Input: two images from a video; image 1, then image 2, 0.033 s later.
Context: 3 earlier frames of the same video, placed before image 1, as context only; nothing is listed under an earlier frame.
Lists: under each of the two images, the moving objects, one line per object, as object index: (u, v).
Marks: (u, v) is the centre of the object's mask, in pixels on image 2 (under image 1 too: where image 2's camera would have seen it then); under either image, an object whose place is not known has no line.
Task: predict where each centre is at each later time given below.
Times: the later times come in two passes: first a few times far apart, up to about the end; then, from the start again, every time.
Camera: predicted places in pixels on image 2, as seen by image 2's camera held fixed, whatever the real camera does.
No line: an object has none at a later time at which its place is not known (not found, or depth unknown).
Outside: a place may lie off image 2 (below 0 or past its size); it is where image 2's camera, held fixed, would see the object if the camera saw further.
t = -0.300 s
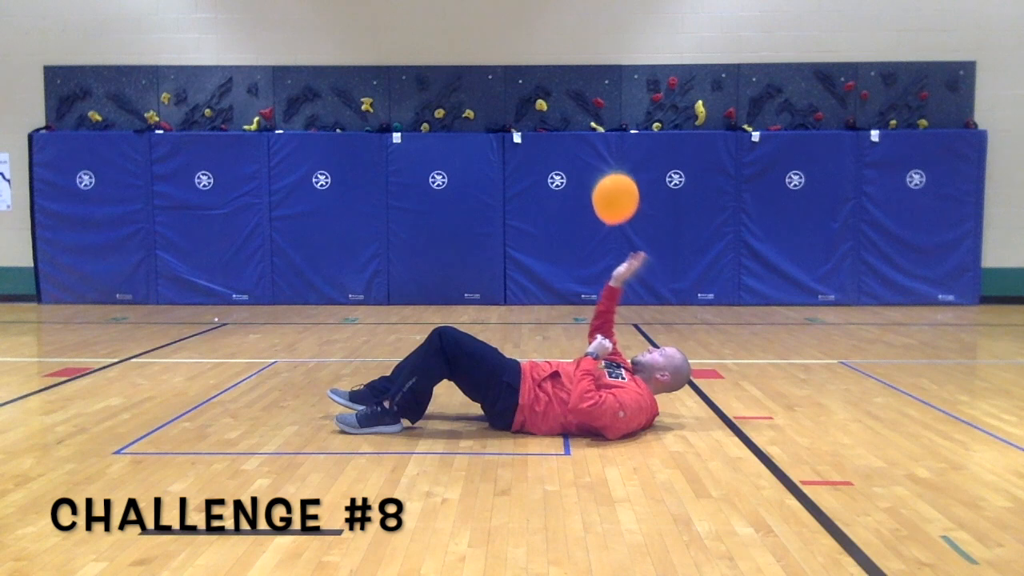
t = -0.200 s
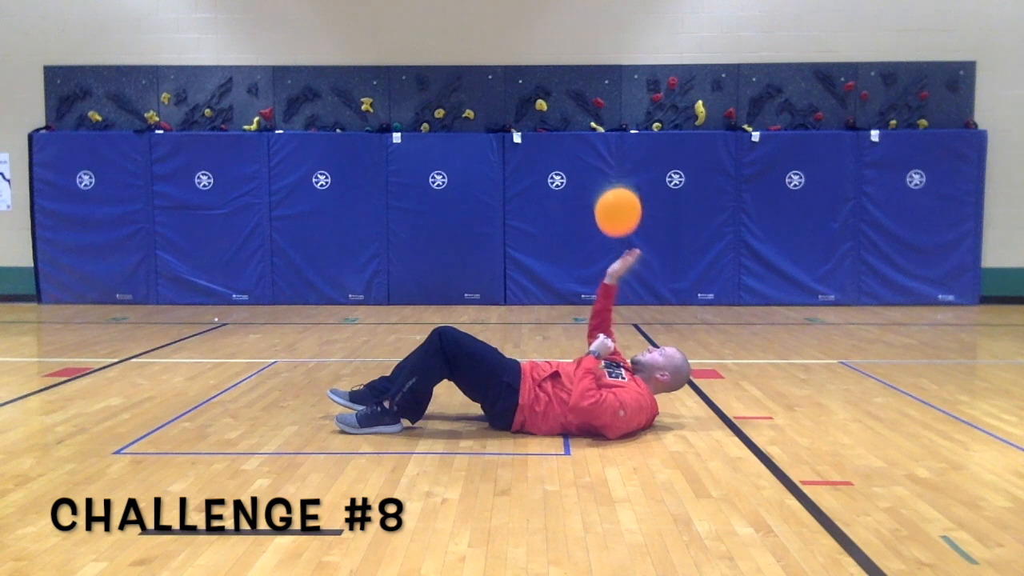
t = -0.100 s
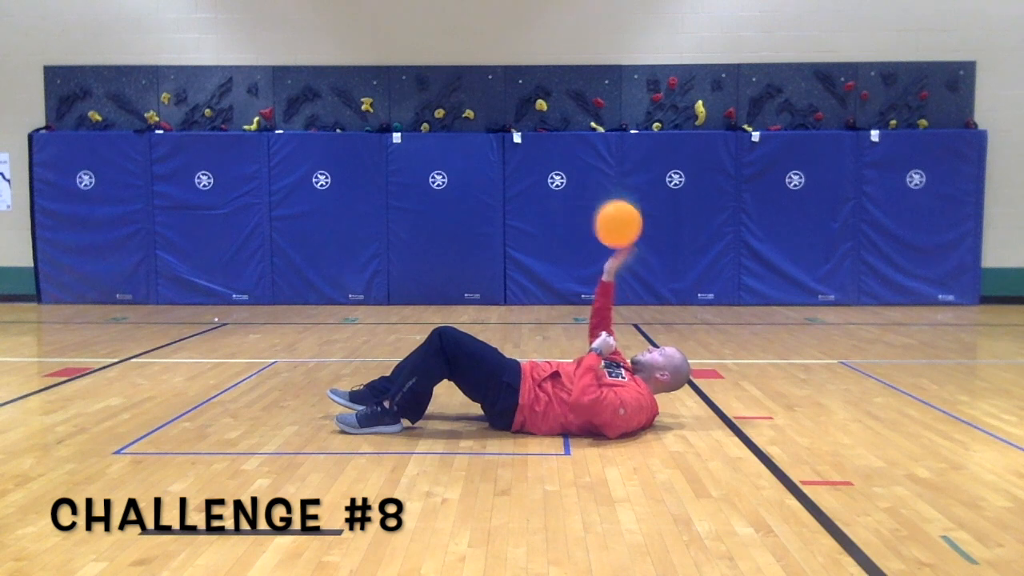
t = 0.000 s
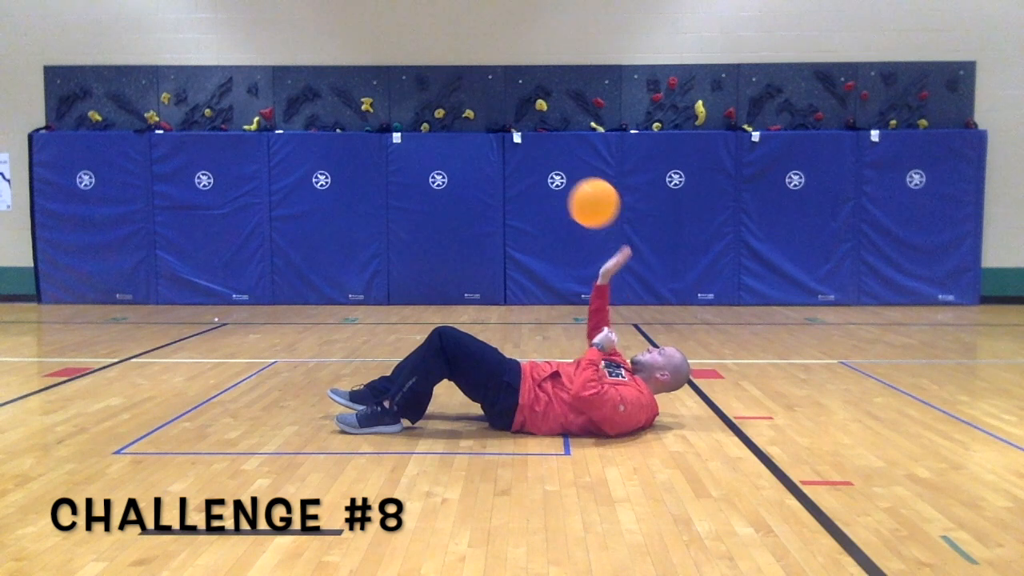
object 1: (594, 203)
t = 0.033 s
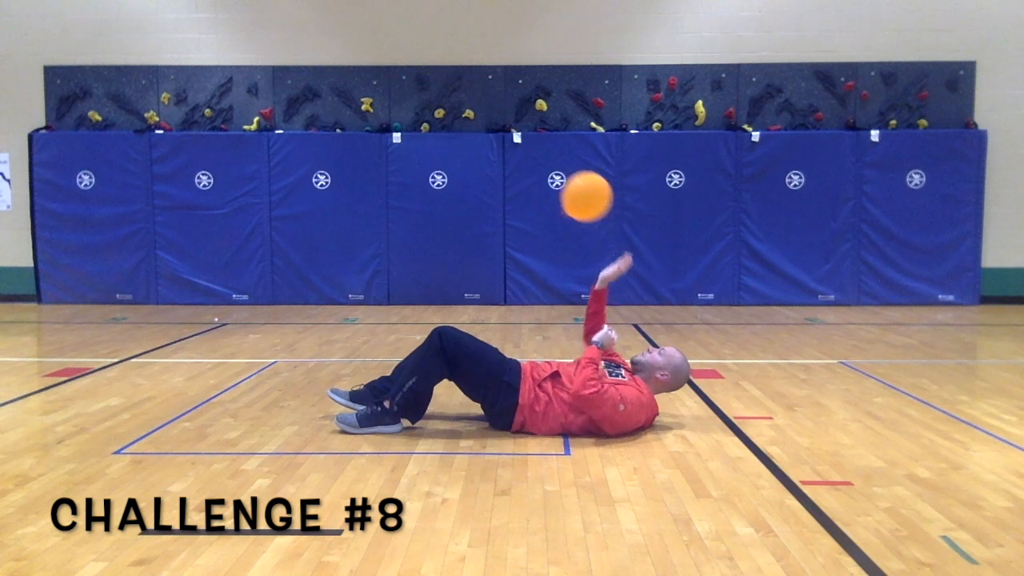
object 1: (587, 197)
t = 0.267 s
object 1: (544, 166)
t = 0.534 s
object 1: (518, 161)
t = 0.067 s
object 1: (580, 191)
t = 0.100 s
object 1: (572, 185)
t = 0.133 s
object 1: (565, 180)
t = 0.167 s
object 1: (559, 176)
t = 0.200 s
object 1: (554, 172)
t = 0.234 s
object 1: (549, 169)
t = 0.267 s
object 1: (544, 166)
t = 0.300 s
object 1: (539, 164)
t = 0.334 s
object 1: (535, 162)
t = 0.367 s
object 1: (532, 161)
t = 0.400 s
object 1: (528, 160)
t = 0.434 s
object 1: (525, 160)
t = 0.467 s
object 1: (523, 160)
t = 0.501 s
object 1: (520, 160)
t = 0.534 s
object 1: (518, 161)
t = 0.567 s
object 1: (516, 162)
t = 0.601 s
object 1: (514, 164)
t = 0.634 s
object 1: (512, 166)
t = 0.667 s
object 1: (511, 168)
